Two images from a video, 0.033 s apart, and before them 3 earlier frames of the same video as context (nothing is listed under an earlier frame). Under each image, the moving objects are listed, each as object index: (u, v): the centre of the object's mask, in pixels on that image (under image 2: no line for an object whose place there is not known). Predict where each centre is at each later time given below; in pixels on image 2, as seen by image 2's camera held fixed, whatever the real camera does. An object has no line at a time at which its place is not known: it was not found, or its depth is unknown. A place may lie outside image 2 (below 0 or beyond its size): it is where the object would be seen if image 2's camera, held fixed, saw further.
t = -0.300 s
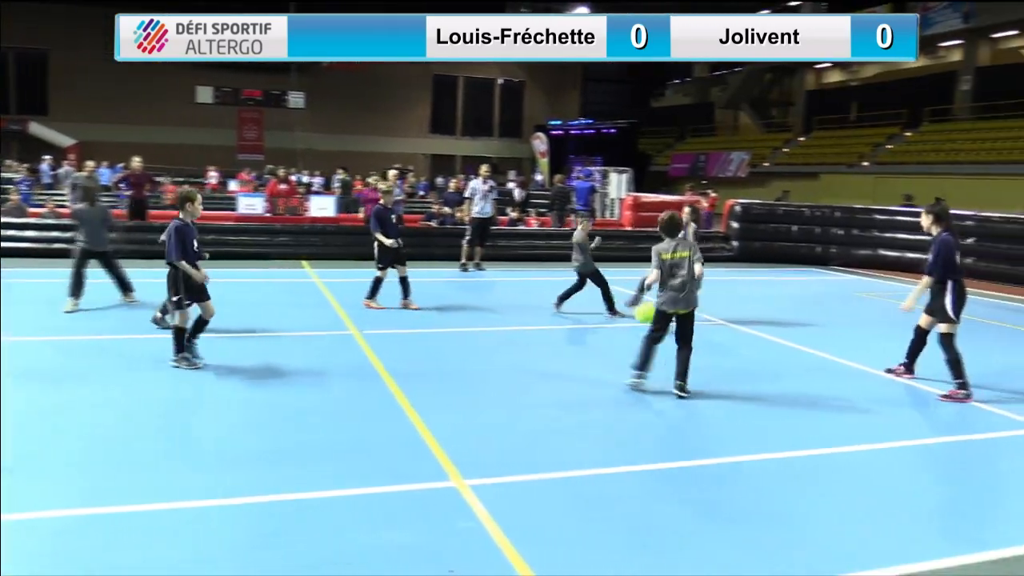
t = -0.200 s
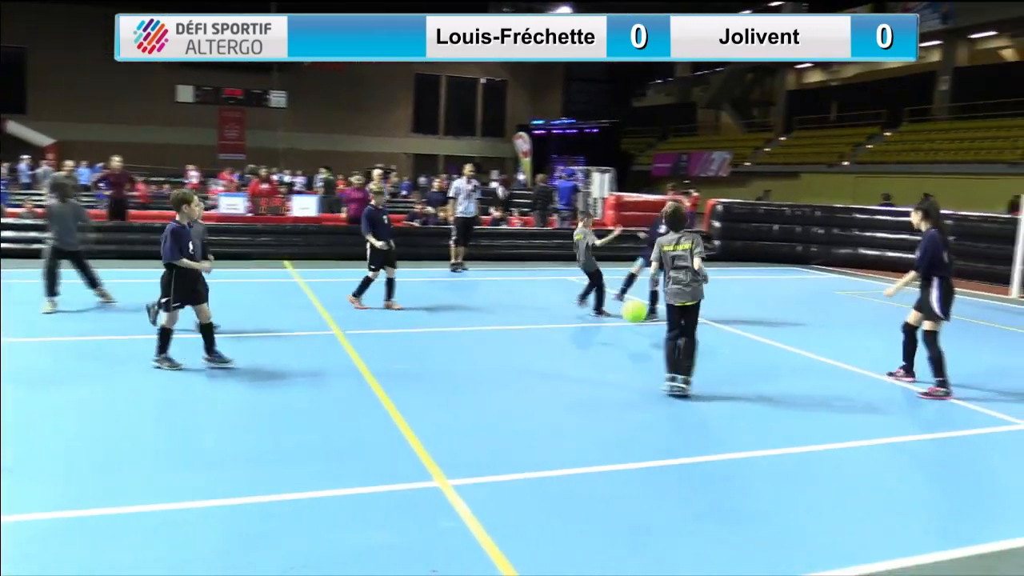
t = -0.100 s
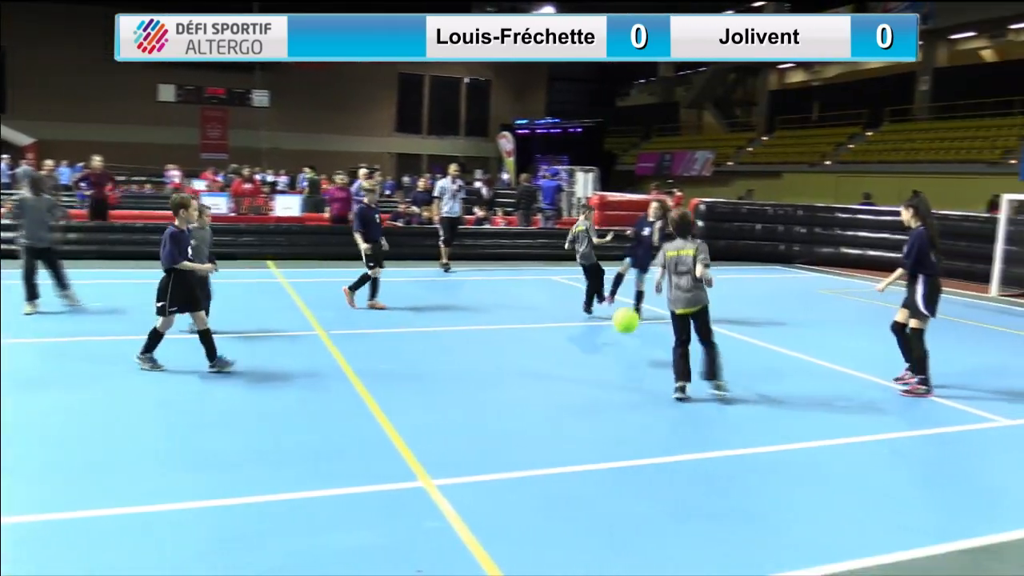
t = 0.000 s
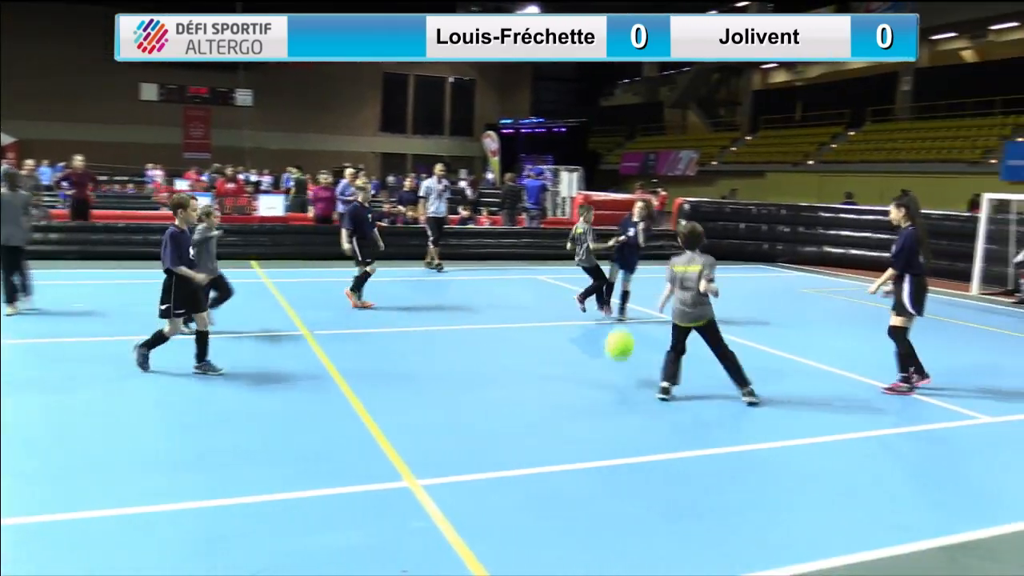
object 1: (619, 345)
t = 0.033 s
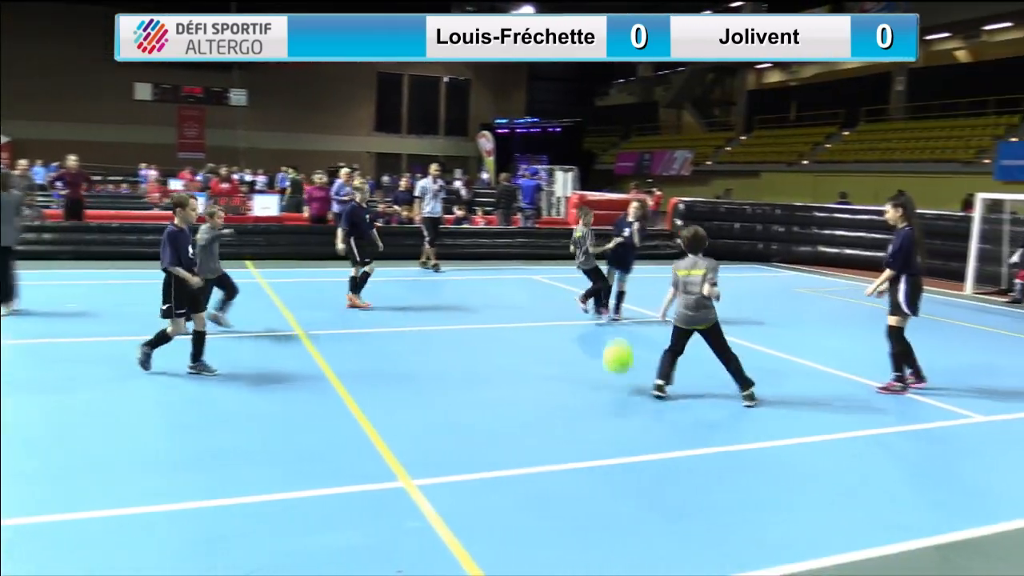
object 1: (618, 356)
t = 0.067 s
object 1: (621, 371)
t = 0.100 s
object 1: (625, 389)
